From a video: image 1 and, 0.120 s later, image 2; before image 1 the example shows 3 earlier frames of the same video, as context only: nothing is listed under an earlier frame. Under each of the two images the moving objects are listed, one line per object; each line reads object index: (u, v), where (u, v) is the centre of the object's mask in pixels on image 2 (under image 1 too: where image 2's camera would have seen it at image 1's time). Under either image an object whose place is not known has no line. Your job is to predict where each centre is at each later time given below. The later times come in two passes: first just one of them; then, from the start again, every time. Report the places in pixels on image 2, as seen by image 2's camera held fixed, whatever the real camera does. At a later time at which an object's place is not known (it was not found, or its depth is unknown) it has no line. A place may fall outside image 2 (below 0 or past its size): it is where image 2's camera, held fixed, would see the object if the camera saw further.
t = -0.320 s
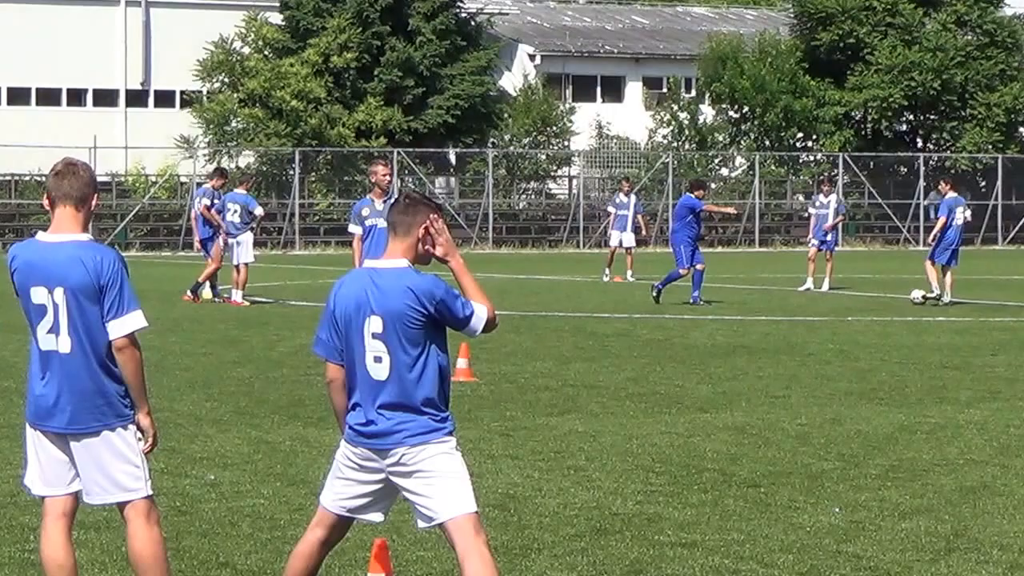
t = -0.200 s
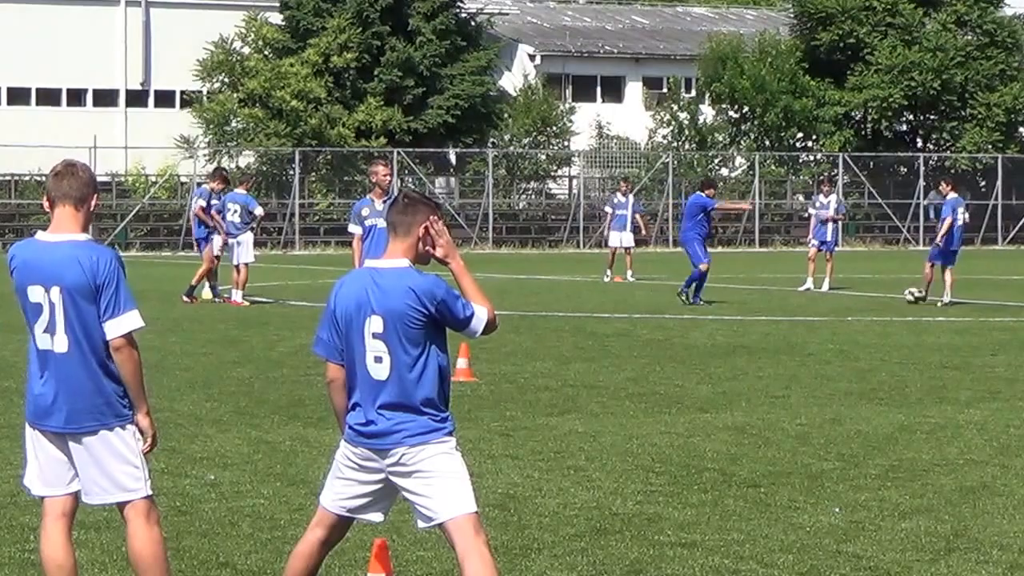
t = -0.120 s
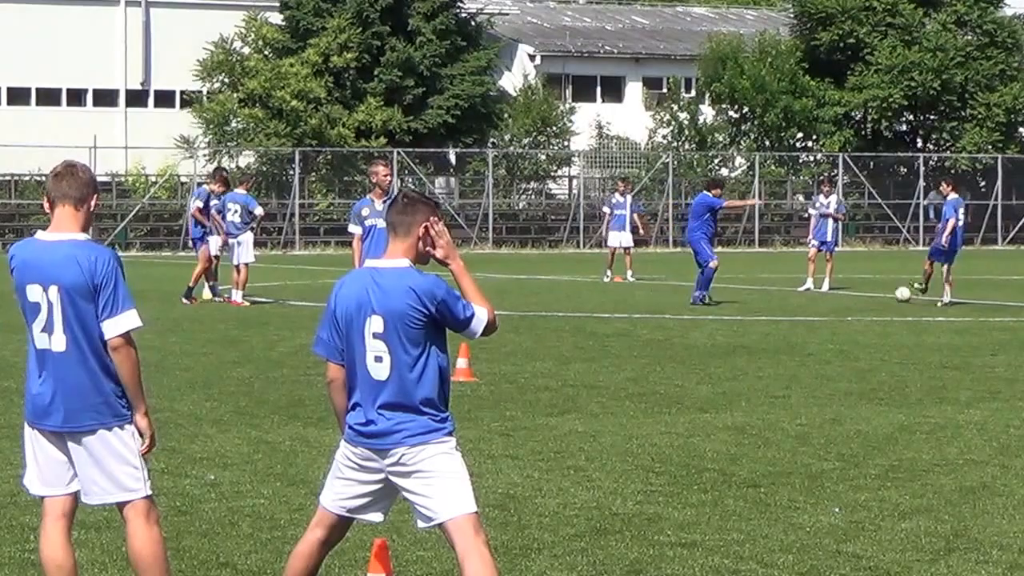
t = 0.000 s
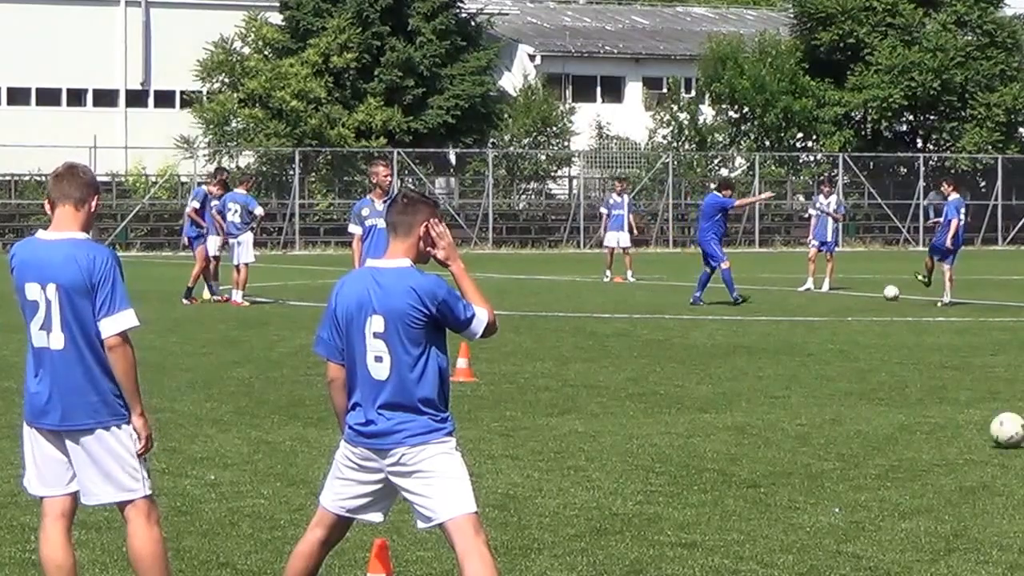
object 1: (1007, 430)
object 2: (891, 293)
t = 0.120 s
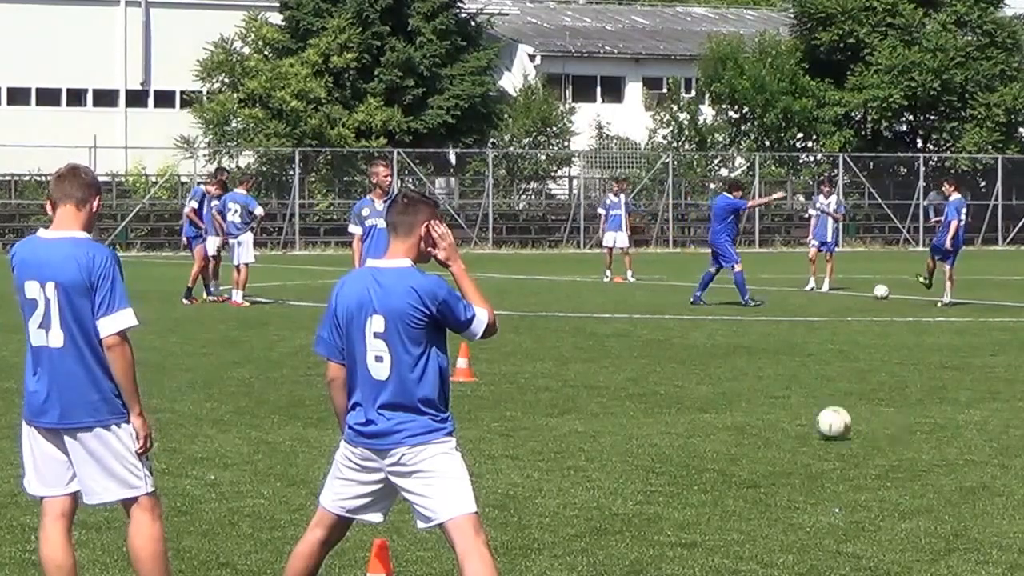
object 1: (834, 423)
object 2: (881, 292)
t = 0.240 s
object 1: (681, 416)
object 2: (873, 290)
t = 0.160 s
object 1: (780, 421)
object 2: (878, 291)
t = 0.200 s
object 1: (728, 419)
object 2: (876, 290)
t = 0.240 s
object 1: (681, 416)
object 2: (873, 290)
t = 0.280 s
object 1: (634, 415)
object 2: (870, 290)
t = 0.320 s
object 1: (590, 413)
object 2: (868, 289)
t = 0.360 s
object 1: (546, 411)
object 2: (866, 289)
